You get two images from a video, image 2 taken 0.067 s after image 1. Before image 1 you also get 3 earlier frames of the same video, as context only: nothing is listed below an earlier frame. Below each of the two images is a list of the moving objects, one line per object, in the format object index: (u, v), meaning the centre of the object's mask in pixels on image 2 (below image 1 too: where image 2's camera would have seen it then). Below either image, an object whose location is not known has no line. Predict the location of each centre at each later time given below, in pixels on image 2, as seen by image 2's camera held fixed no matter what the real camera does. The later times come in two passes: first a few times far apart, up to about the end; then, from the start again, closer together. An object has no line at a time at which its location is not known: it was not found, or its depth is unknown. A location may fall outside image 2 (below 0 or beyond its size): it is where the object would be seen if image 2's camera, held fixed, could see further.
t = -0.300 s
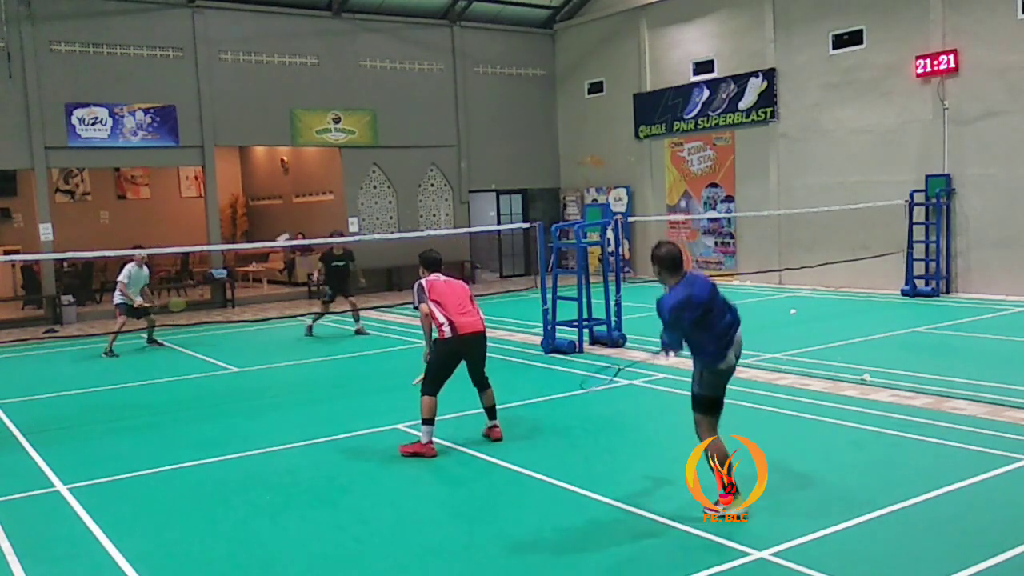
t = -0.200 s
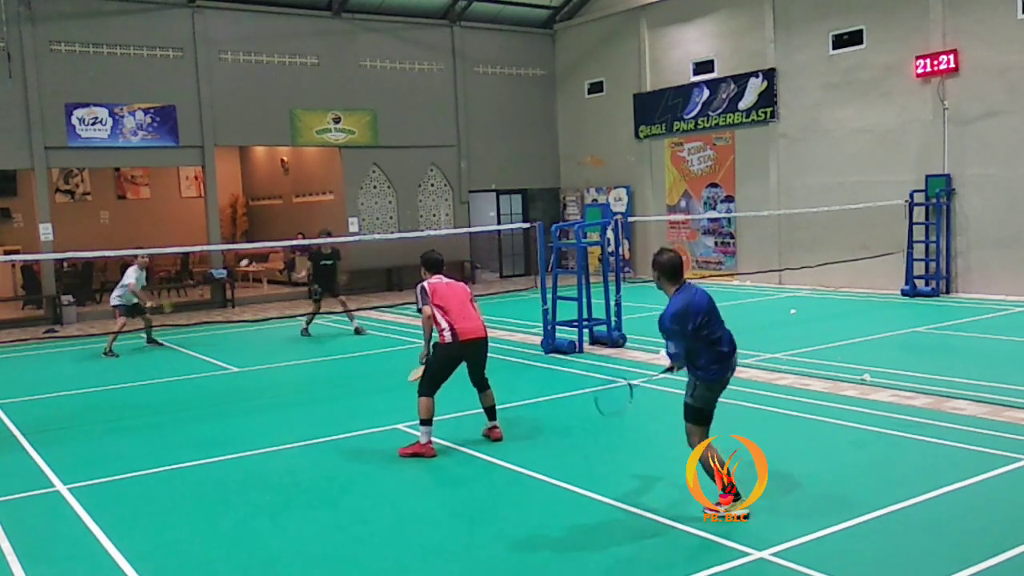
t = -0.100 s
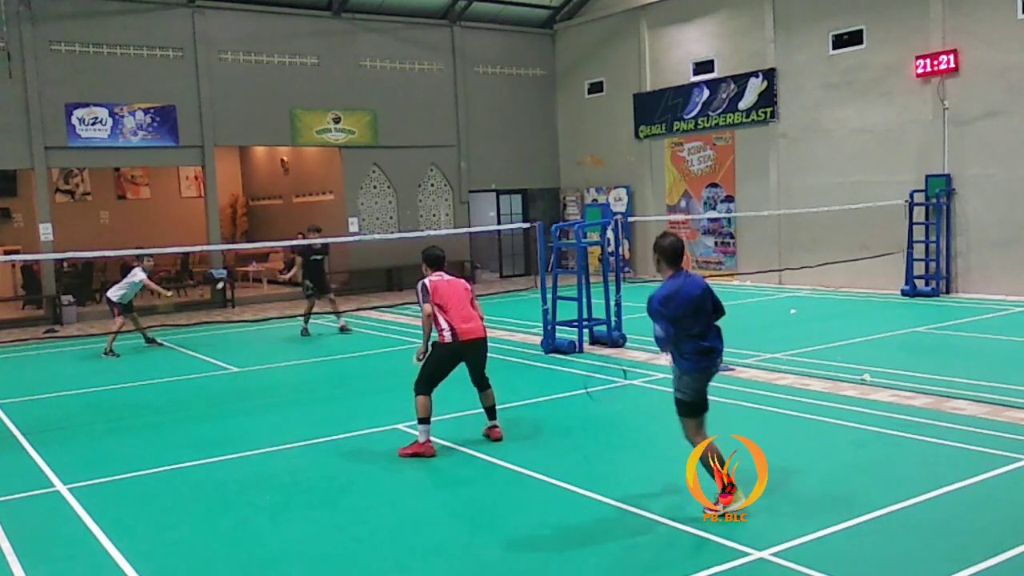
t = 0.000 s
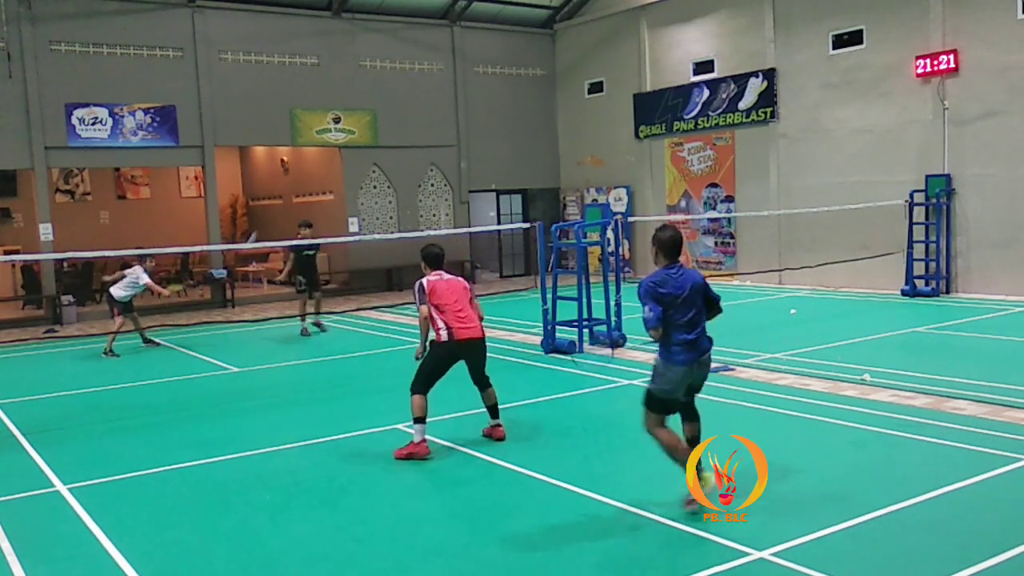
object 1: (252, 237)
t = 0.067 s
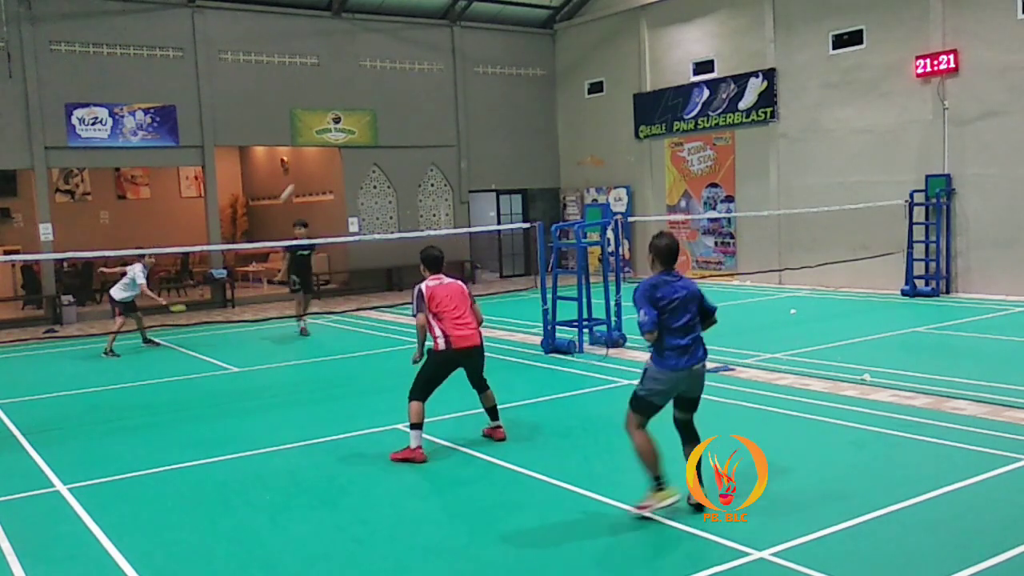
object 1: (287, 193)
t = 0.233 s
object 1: (372, 101)
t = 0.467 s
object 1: (485, 30)
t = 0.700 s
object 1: (599, 30)
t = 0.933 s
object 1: (714, 116)
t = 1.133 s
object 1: (806, 266)
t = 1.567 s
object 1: (923, 540)
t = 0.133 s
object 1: (322, 152)
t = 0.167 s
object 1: (338, 135)
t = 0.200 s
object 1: (356, 116)
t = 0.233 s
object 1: (372, 101)
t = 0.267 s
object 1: (388, 87)
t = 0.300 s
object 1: (404, 75)
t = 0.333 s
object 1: (420, 63)
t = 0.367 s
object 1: (437, 53)
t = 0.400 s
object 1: (453, 44)
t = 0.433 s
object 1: (469, 37)
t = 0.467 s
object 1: (485, 30)
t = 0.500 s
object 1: (501, 25)
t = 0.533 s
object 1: (518, 22)
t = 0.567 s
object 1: (534, 21)
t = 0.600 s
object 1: (550, 20)
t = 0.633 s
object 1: (566, 22)
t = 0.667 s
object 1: (583, 25)
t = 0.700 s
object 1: (599, 30)
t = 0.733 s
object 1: (616, 37)
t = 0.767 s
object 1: (632, 45)
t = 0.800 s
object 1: (648, 55)
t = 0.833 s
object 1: (664, 67)
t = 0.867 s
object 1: (681, 82)
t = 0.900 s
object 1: (697, 97)
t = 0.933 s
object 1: (714, 116)
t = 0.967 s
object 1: (730, 136)
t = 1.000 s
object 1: (746, 157)
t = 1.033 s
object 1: (761, 181)
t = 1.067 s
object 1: (776, 208)
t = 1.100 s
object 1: (791, 236)
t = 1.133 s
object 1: (806, 266)
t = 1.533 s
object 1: (927, 549)
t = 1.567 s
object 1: (923, 540)
